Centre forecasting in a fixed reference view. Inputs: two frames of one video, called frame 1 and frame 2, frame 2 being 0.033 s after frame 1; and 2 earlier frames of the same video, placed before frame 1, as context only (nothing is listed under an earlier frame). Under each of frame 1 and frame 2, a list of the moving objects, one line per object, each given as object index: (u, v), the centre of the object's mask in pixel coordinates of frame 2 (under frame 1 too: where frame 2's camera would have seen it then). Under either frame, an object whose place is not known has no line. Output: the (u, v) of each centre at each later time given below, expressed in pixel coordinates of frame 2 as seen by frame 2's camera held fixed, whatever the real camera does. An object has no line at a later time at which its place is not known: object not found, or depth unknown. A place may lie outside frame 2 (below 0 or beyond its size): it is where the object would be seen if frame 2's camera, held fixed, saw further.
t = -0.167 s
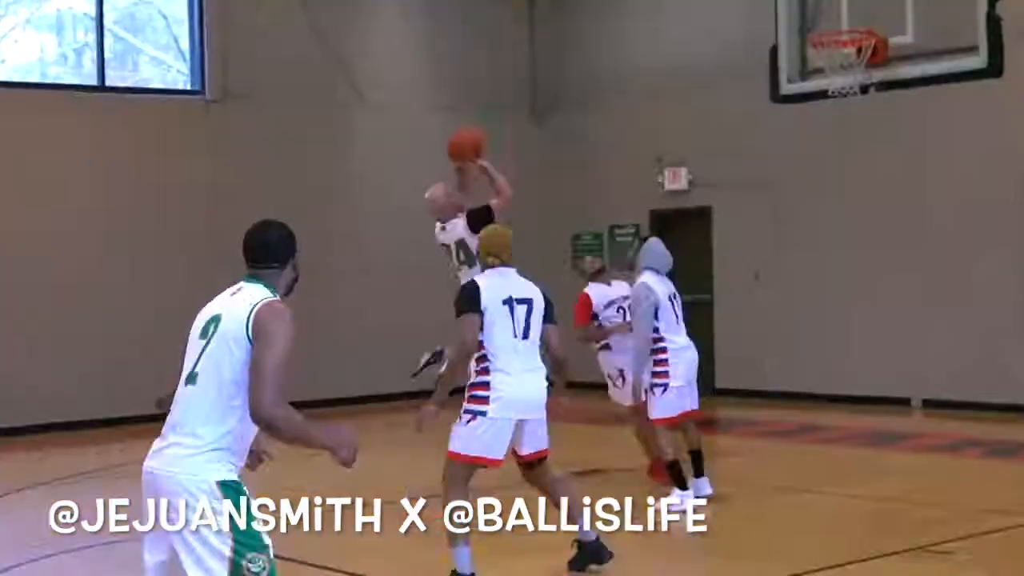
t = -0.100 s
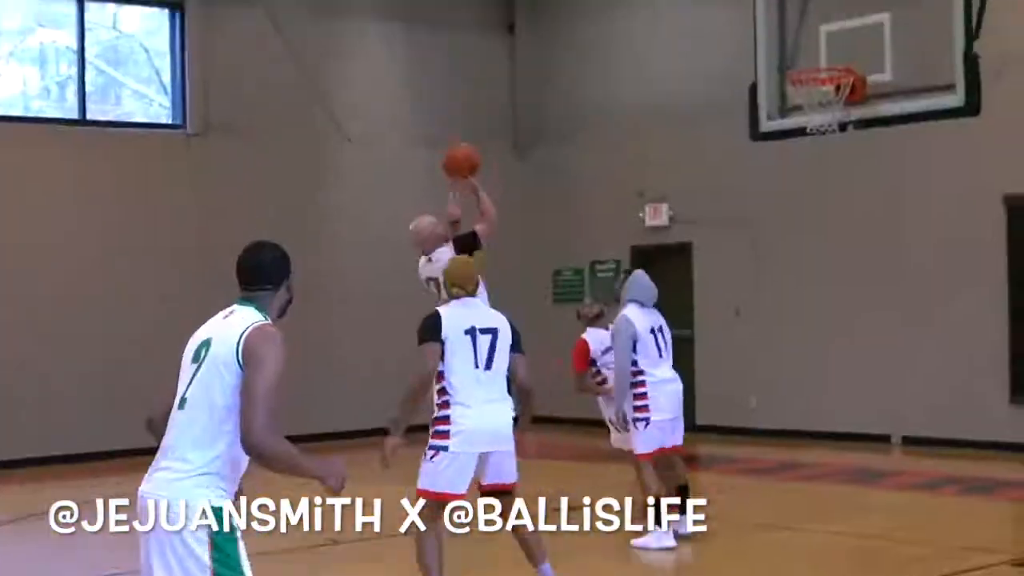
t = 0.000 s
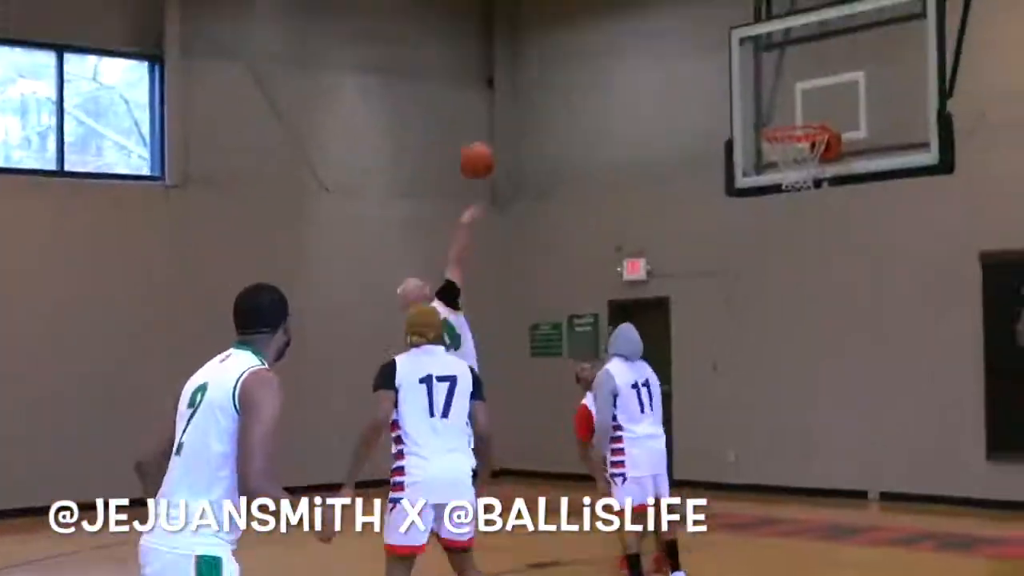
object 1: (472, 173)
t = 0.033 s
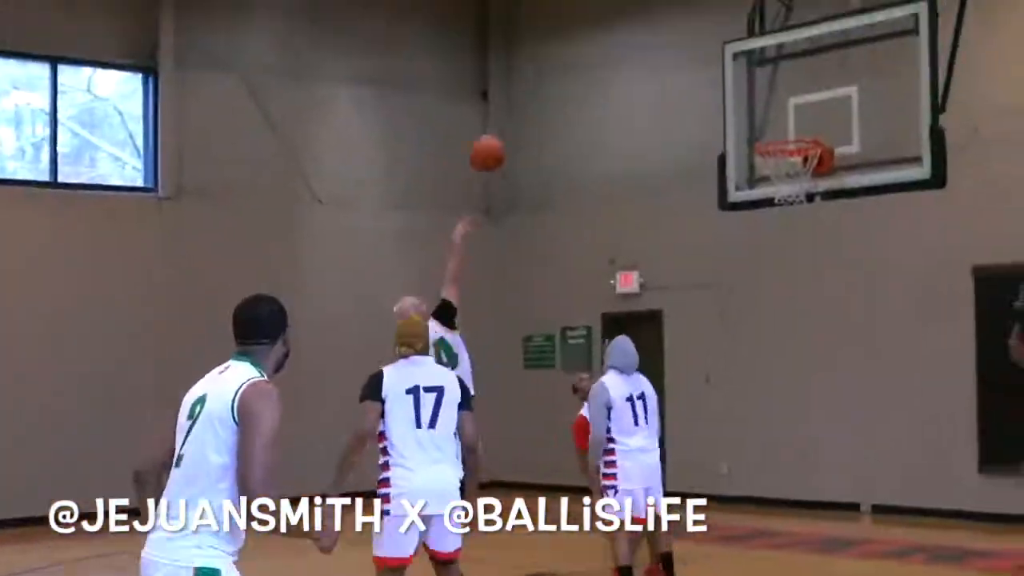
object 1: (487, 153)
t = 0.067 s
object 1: (504, 135)
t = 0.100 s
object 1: (520, 119)
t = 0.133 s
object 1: (538, 104)
